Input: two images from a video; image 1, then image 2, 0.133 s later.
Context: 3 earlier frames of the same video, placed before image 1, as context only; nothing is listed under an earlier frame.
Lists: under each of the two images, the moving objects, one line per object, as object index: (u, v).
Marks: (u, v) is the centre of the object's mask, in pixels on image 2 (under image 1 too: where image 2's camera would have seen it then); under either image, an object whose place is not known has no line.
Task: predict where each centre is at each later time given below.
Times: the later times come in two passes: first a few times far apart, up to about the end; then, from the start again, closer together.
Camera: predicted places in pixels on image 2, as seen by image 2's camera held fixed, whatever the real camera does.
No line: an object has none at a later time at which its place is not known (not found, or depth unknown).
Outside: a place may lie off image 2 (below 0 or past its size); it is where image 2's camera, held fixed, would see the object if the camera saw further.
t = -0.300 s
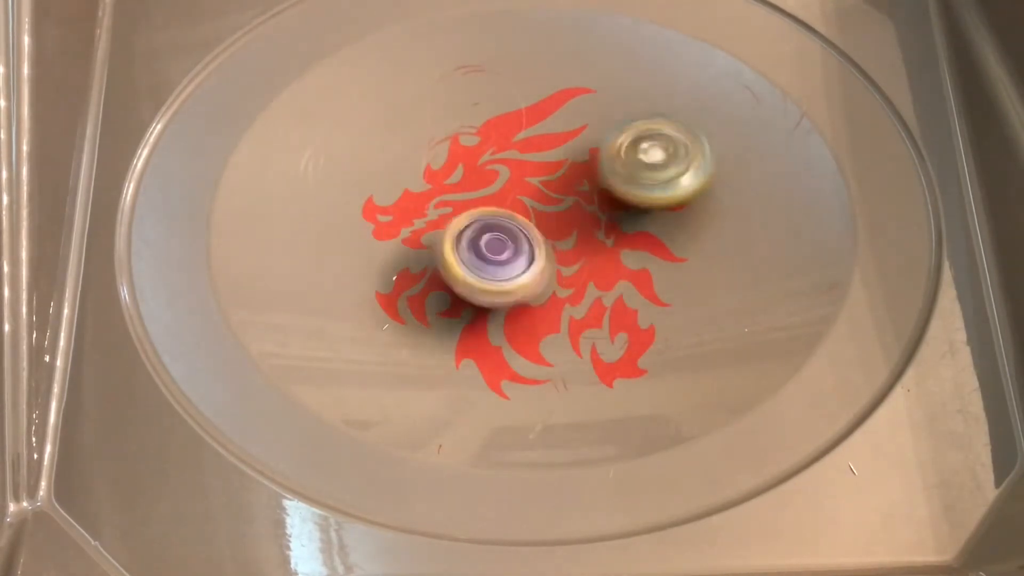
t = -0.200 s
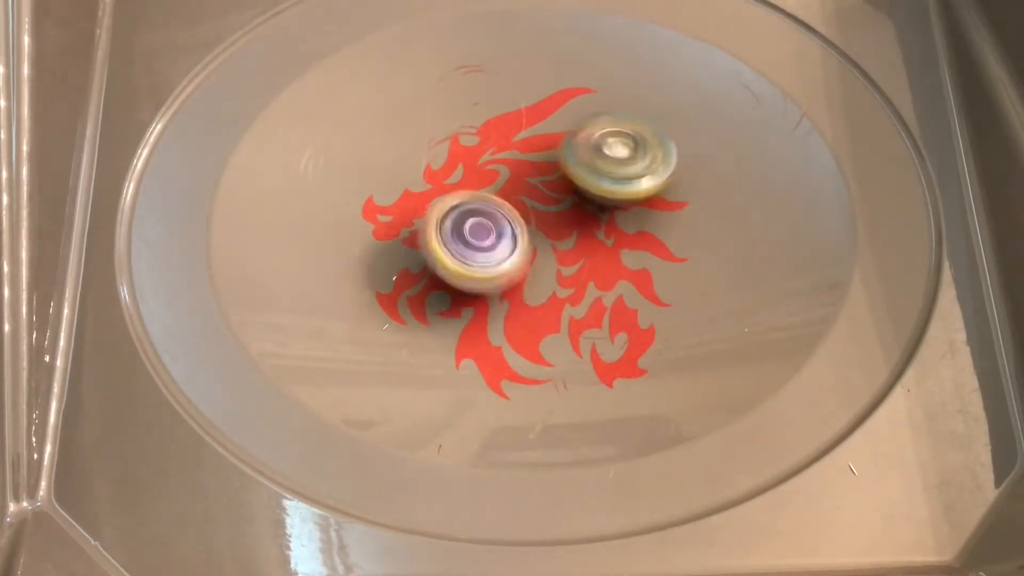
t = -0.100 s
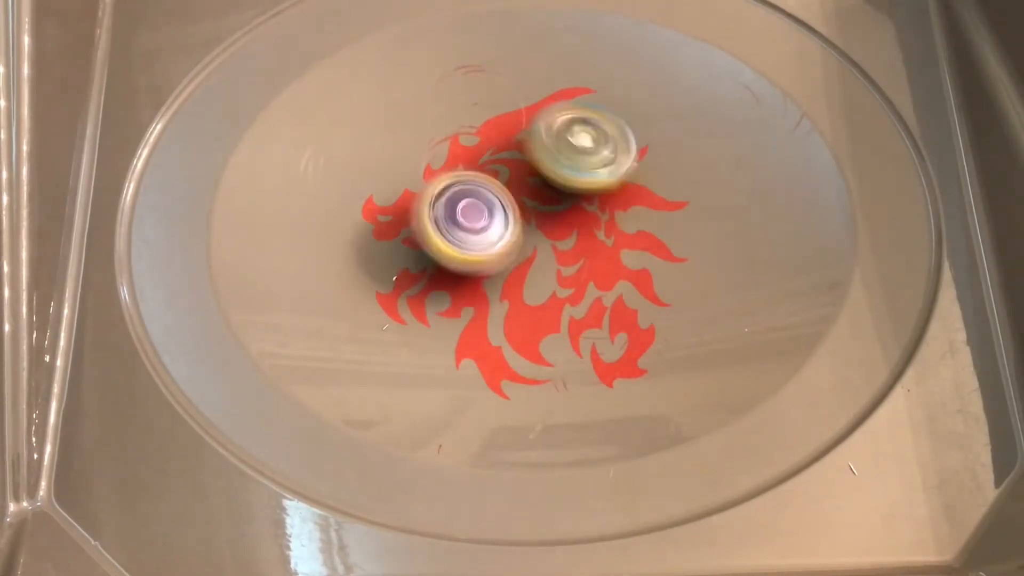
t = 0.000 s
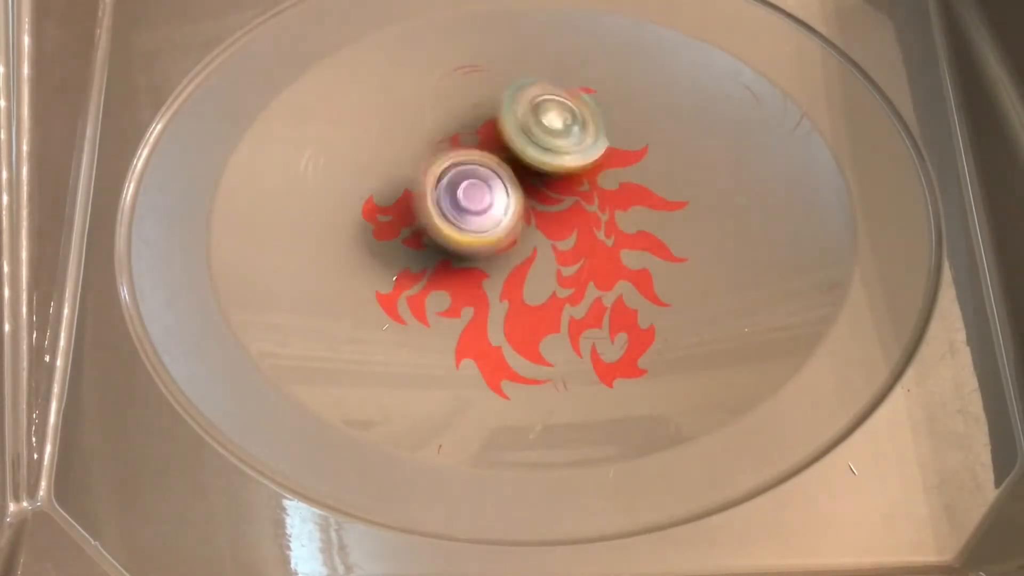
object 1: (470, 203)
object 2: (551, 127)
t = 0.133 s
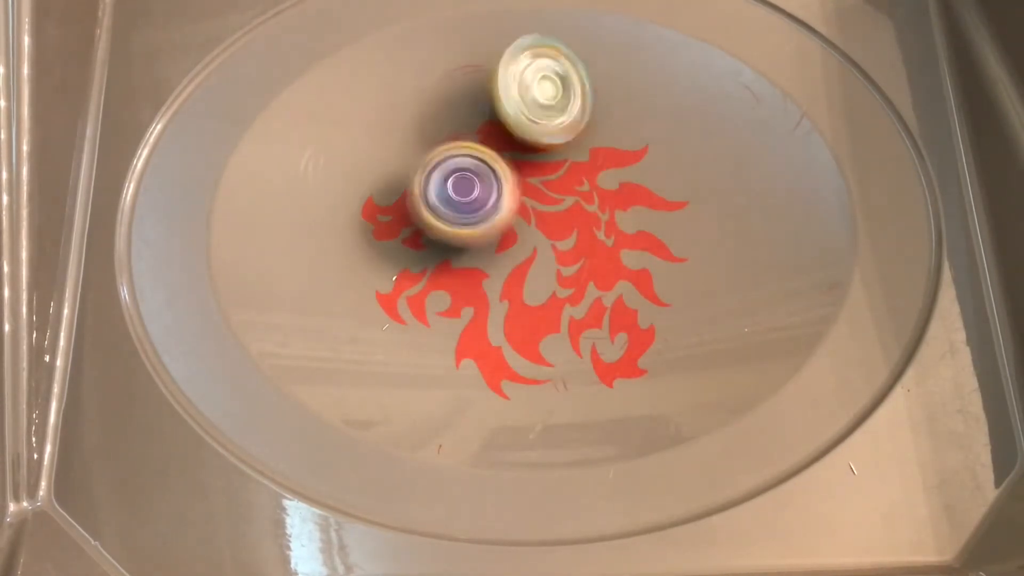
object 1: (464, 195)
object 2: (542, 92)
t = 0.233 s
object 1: (467, 194)
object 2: (537, 83)
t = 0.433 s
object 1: (479, 200)
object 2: (533, 104)
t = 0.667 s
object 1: (444, 232)
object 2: (551, 168)
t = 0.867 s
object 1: (369, 261)
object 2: (525, 212)
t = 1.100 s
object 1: (370, 247)
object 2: (477, 182)
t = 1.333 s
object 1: (420, 254)
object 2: (528, 135)
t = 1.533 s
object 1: (470, 285)
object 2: (588, 170)
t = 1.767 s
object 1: (500, 331)
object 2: (587, 254)
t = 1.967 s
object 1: (482, 350)
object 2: (570, 251)
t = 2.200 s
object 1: (477, 285)
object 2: (599, 232)
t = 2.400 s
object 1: (461, 227)
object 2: (728, 174)
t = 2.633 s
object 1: (531, 210)
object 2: (713, 177)
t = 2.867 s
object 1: (575, 261)
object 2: (673, 244)
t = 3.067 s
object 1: (549, 295)
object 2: (673, 250)
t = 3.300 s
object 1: (510, 274)
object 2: (662, 234)
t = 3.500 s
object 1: (523, 233)
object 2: (664, 212)
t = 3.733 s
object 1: (580, 233)
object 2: (665, 220)
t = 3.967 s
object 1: (556, 241)
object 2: (660, 238)
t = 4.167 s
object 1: (532, 214)
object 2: (657, 234)
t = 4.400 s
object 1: (561, 192)
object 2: (656, 232)
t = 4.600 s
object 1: (571, 206)
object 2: (660, 237)
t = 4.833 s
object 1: (546, 206)
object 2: (657, 235)
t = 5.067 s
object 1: (552, 188)
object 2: (657, 234)
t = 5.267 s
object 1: (555, 198)
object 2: (656, 234)
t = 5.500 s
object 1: (539, 197)
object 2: (656, 233)
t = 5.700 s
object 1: (545, 187)
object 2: (656, 233)
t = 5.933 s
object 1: (543, 198)
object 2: (656, 233)
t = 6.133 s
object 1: (532, 191)
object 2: (656, 233)
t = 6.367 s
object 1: (531, 196)
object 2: (656, 233)
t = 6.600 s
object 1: (517, 194)
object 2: (656, 233)
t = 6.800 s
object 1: (508, 175)
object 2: (656, 233)
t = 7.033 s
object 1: (488, 152)
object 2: (656, 233)
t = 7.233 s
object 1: (500, 160)
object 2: (656, 233)
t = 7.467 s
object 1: (502, 197)
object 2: (656, 233)
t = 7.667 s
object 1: (474, 208)
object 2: (656, 233)
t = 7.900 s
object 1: (497, 202)
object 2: (656, 233)
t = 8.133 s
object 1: (502, 197)
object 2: (656, 233)
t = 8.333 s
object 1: (492, 204)
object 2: (656, 233)
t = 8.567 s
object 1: (484, 207)
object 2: (656, 233)
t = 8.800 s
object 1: (497, 203)
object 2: (656, 233)
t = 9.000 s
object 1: (486, 207)
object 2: (656, 233)
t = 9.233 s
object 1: (490, 205)
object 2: (656, 233)
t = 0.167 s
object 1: (465, 194)
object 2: (540, 89)
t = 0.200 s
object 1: (466, 194)
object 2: (538, 84)
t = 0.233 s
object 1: (467, 194)
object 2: (537, 83)
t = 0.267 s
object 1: (469, 194)
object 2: (536, 83)
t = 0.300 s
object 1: (472, 195)
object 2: (534, 85)
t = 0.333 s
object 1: (473, 195)
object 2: (531, 87)
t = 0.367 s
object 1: (475, 197)
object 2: (528, 90)
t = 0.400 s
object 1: (477, 198)
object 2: (530, 94)
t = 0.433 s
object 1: (479, 200)
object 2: (533, 104)
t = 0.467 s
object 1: (481, 203)
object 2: (535, 113)
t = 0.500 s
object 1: (477, 210)
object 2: (540, 121)
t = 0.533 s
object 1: (474, 216)
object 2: (544, 130)
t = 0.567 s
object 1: (472, 219)
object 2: (544, 141)
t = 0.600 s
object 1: (469, 223)
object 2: (542, 149)
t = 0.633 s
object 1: (461, 227)
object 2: (543, 158)
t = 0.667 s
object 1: (444, 232)
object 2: (551, 168)
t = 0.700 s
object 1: (424, 240)
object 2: (556, 178)
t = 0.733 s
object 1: (408, 249)
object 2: (556, 189)
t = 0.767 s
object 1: (394, 255)
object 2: (551, 197)
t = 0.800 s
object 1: (384, 259)
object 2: (544, 203)
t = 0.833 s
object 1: (375, 261)
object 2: (535, 210)
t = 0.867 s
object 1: (369, 261)
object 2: (525, 212)
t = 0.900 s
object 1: (366, 260)
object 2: (516, 212)
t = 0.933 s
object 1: (362, 260)
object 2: (508, 210)
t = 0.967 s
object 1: (360, 257)
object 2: (500, 207)
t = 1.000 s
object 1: (360, 255)
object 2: (491, 203)
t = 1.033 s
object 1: (362, 251)
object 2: (484, 197)
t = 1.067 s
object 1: (365, 249)
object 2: (479, 189)
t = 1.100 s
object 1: (370, 247)
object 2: (477, 182)
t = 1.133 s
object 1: (379, 246)
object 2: (477, 176)
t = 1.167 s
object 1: (386, 244)
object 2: (477, 170)
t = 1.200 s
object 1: (390, 244)
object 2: (487, 162)
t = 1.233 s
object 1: (394, 243)
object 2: (497, 148)
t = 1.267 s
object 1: (403, 245)
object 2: (507, 142)
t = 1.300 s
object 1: (411, 249)
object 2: (518, 140)
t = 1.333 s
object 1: (420, 254)
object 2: (528, 135)
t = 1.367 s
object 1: (429, 257)
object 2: (537, 136)
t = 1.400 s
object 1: (439, 262)
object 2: (546, 140)
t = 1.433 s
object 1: (447, 267)
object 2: (556, 145)
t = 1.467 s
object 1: (455, 272)
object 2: (564, 150)
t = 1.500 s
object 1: (463, 279)
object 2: (576, 157)
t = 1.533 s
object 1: (470, 285)
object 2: (588, 170)
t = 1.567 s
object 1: (476, 292)
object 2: (595, 182)
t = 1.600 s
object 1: (481, 298)
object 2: (601, 193)
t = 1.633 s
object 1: (485, 306)
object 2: (601, 206)
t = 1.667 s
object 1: (488, 313)
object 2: (600, 220)
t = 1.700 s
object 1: (492, 320)
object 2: (598, 232)
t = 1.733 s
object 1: (497, 324)
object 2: (592, 245)
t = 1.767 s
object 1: (500, 331)
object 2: (587, 254)
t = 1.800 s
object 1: (489, 340)
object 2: (589, 254)
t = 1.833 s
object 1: (482, 347)
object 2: (588, 257)
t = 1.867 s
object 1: (480, 349)
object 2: (584, 259)
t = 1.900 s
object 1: (480, 350)
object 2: (577, 258)
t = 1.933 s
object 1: (481, 350)
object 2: (572, 256)
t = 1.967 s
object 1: (482, 350)
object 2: (570, 251)
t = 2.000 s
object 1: (482, 347)
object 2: (569, 249)
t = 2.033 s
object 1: (482, 341)
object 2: (569, 246)
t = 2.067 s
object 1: (482, 332)
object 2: (568, 245)
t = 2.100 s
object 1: (486, 322)
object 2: (568, 241)
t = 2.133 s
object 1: (488, 309)
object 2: (569, 236)
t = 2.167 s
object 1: (489, 296)
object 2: (578, 235)
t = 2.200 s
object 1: (477, 285)
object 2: (599, 232)
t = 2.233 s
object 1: (459, 273)
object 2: (627, 217)
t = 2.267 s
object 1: (447, 262)
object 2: (656, 210)
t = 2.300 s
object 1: (445, 250)
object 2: (679, 198)
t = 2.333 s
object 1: (448, 243)
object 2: (700, 188)
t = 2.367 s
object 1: (454, 235)
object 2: (718, 181)
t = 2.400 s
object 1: (461, 227)
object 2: (728, 174)
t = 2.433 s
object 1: (470, 219)
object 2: (736, 172)
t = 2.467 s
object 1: (478, 214)
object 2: (739, 171)
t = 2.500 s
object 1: (488, 208)
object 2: (734, 170)
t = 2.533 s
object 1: (499, 207)
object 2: (731, 168)
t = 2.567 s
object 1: (510, 207)
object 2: (725, 166)
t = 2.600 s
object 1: (521, 207)
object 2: (720, 169)
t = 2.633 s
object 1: (531, 210)
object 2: (713, 177)
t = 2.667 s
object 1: (541, 213)
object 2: (707, 186)
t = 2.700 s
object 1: (550, 219)
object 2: (696, 196)
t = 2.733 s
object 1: (558, 226)
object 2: (686, 208)
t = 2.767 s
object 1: (566, 234)
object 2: (676, 220)
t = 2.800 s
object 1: (569, 243)
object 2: (673, 230)
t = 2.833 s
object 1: (572, 252)
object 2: (673, 240)
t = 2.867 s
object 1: (575, 261)
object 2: (673, 244)
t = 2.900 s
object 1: (574, 268)
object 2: (675, 247)
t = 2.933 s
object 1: (571, 276)
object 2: (676, 250)
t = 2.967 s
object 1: (567, 284)
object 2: (676, 253)
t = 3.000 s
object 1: (562, 288)
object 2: (676, 253)
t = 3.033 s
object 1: (558, 293)
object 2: (675, 252)
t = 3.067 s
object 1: (549, 295)
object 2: (673, 250)
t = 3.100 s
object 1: (542, 296)
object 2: (673, 248)
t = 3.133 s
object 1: (536, 297)
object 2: (672, 247)
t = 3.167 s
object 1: (527, 295)
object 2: (672, 246)
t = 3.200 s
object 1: (523, 291)
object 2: (671, 245)
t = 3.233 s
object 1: (519, 288)
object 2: (669, 243)
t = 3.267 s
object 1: (512, 282)
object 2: (667, 240)
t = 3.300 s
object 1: (510, 274)
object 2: (662, 234)
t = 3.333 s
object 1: (510, 268)
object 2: (659, 228)
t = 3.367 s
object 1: (508, 260)
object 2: (658, 224)
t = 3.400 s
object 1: (511, 253)
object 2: (660, 221)
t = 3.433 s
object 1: (514, 249)
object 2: (661, 218)
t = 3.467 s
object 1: (519, 239)
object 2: (662, 216)
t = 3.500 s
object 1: (523, 233)
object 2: (664, 212)
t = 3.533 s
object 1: (532, 230)
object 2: (664, 212)
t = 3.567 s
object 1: (541, 225)
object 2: (663, 213)
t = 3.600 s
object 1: (549, 224)
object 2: (661, 216)
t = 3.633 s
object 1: (557, 224)
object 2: (661, 218)
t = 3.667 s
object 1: (566, 226)
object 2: (662, 219)
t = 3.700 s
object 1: (575, 229)
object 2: (663, 219)
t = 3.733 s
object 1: (580, 233)
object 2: (665, 220)
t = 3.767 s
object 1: (581, 236)
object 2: (666, 221)
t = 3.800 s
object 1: (578, 236)
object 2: (667, 224)
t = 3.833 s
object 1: (576, 237)
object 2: (664, 228)
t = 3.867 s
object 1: (576, 238)
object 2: (662, 231)
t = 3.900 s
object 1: (570, 241)
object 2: (662, 234)
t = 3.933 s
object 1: (562, 242)
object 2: (661, 237)
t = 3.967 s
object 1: (556, 241)
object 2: (660, 238)
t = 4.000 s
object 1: (550, 239)
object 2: (658, 236)
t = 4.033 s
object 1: (545, 237)
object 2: (657, 234)
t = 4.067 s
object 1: (539, 232)
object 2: (656, 232)
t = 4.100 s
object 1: (535, 226)
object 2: (656, 231)
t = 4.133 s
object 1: (534, 220)
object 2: (657, 232)
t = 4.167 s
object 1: (532, 214)
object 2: (657, 234)
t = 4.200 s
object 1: (532, 207)
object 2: (657, 236)
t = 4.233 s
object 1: (535, 201)
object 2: (658, 237)
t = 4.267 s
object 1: (538, 198)
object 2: (658, 238)
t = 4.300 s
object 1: (542, 194)
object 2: (658, 237)
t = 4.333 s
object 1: (548, 191)
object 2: (657, 236)
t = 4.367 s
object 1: (555, 191)
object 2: (657, 234)
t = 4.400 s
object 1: (561, 192)
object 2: (656, 232)
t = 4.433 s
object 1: (565, 192)
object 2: (657, 232)
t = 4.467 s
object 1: (571, 194)
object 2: (658, 234)
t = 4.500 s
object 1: (574, 198)
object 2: (659, 236)
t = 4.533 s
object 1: (573, 201)
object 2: (660, 237)
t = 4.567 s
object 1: (571, 204)
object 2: (660, 238)
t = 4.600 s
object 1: (571, 206)
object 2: (660, 237)
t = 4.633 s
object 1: (569, 209)
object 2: (660, 236)
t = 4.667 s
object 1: (567, 212)
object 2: (659, 234)
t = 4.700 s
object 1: (562, 213)
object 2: (658, 232)
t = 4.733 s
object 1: (557, 214)
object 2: (657, 231)
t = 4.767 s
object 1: (551, 211)
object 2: (656, 233)
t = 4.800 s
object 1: (549, 209)
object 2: (657, 234)
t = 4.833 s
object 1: (546, 206)
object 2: (657, 235)
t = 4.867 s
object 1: (544, 204)
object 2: (657, 235)
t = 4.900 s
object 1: (543, 200)
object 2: (657, 235)
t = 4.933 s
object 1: (542, 197)
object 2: (657, 234)
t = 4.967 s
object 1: (544, 194)
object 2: (656, 233)
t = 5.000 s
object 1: (545, 191)
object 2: (656, 232)
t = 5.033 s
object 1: (549, 188)
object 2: (656, 233)
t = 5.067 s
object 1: (552, 188)
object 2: (657, 234)
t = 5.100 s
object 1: (555, 189)
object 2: (656, 234)
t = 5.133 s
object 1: (557, 193)
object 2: (656, 234)
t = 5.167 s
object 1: (558, 195)
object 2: (656, 233)
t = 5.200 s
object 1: (557, 196)
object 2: (656, 232)
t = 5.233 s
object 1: (557, 198)
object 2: (656, 233)
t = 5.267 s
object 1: (555, 198)
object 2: (656, 234)
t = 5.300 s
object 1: (555, 199)
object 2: (656, 234)
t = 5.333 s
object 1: (551, 201)
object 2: (656, 233)
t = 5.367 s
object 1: (550, 203)
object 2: (656, 232)
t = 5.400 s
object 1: (545, 202)
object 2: (656, 233)
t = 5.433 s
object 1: (542, 201)
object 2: (656, 234)
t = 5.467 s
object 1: (539, 198)
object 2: (656, 234)
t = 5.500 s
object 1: (539, 197)
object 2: (656, 233)
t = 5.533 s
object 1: (537, 193)
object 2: (656, 233)
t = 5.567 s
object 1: (537, 190)
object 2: (656, 233)
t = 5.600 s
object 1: (538, 188)
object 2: (656, 233)
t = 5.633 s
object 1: (541, 187)
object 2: (656, 233)
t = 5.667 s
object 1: (543, 188)
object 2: (656, 233)
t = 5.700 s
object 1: (545, 187)
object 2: (656, 233)
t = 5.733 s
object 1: (546, 187)
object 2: (656, 233)
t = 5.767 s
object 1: (548, 190)
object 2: (656, 233)
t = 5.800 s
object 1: (548, 191)
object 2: (656, 233)
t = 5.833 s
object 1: (548, 193)
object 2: (656, 233)
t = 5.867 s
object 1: (546, 195)
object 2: (656, 233)
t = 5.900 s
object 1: (547, 197)
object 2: (656, 233)
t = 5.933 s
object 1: (543, 198)
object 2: (656, 233)
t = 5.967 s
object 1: (541, 199)
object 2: (656, 233)
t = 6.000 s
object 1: (537, 198)
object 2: (656, 233)
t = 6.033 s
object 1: (535, 195)
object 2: (656, 233)
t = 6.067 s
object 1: (532, 195)
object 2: (656, 233)
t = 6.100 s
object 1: (532, 192)
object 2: (656, 233)
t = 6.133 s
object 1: (532, 191)
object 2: (656, 233)
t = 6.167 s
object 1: (533, 190)
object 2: (656, 233)
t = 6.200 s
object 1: (535, 189)
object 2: (656, 233)
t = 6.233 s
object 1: (536, 190)
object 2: (656, 233)
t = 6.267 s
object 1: (537, 190)
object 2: (656, 233)
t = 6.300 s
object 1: (537, 192)
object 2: (656, 233)
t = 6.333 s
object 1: (535, 194)
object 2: (656, 233)
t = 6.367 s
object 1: (531, 196)
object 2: (656, 233)
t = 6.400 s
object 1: (528, 194)
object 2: (656, 233)
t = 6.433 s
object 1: (525, 195)
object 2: (656, 233)
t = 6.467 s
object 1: (526, 194)
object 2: (656, 233)
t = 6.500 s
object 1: (523, 194)
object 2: (656, 233)
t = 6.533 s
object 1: (521, 194)
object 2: (656, 233)
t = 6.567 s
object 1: (519, 193)
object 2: (656, 233)
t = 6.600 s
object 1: (517, 194)
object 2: (656, 233)
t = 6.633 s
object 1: (515, 191)
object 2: (656, 233)
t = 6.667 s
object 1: (515, 189)
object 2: (656, 233)
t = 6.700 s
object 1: (512, 186)
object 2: (656, 233)
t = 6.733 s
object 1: (512, 183)
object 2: (656, 233)
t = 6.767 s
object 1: (510, 178)
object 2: (656, 233)
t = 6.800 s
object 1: (508, 175)
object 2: (656, 233)
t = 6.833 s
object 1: (507, 171)
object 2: (656, 233)
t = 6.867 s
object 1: (503, 166)
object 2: (656, 233)
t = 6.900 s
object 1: (500, 161)
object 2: (656, 233)
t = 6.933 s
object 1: (496, 157)
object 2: (656, 233)
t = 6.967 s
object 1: (493, 154)
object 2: (656, 233)
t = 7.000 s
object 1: (490, 153)
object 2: (656, 233)
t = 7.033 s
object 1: (488, 152)
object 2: (656, 233)
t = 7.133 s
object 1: (490, 153)
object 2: (656, 233)
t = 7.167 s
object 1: (492, 154)
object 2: (656, 233)
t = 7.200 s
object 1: (496, 156)
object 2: (656, 233)
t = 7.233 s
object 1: (500, 160)
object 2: (656, 233)
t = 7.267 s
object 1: (503, 164)
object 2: (656, 233)
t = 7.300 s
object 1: (506, 171)
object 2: (656, 233)
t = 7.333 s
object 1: (508, 177)
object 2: (656, 233)
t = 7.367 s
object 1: (509, 182)
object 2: (656, 233)
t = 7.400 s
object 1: (508, 188)
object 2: (656, 233)
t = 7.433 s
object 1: (506, 192)
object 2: (656, 233)
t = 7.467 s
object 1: (502, 197)
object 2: (656, 233)
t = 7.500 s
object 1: (497, 201)
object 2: (656, 233)
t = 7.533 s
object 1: (492, 204)
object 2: (656, 233)
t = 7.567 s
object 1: (486, 206)
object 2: (656, 233)
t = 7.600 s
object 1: (481, 208)
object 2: (656, 233)
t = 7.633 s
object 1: (476, 209)
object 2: (656, 233)
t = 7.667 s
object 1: (474, 208)
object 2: (656, 233)
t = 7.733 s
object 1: (476, 208)
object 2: (656, 233)
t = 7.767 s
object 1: (480, 208)
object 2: (656, 233)
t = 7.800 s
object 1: (483, 207)
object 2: (656, 233)
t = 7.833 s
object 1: (488, 206)
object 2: (656, 233)
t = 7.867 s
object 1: (492, 204)
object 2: (656, 233)
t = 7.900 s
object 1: (497, 202)
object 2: (656, 233)
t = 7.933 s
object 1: (499, 200)
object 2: (656, 233)
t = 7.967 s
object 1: (501, 199)
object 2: (656, 233)
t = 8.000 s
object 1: (502, 198)
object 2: (656, 233)
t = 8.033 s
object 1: (502, 198)
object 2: (656, 233)
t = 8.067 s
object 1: (502, 197)
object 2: (656, 233)
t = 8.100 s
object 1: (502, 197)
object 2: (656, 233)
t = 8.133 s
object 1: (502, 197)
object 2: (656, 233)
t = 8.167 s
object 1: (502, 198)
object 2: (656, 233)
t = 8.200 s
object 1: (501, 198)
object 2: (656, 233)
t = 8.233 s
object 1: (500, 199)
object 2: (656, 233)
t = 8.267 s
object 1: (498, 201)
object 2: (656, 233)
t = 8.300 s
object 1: (495, 203)
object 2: (656, 233)
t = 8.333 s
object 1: (492, 204)
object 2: (656, 233)
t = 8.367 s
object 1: (489, 206)
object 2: (656, 233)
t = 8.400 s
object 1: (486, 207)
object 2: (656, 233)
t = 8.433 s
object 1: (483, 207)
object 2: (656, 233)
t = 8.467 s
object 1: (482, 207)
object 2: (656, 233)
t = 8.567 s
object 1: (484, 207)
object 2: (656, 233)
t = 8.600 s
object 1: (486, 206)
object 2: (656, 233)
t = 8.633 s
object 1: (489, 206)
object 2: (656, 233)
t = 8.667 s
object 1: (492, 204)
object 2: (656, 233)
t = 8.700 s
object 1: (495, 203)
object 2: (656, 233)
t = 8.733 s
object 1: (497, 202)
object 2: (656, 233)
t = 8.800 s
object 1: (497, 203)
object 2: (656, 233)
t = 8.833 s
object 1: (495, 204)
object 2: (656, 233)
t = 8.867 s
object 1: (493, 204)
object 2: (656, 233)
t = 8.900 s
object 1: (491, 205)
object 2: (656, 233)
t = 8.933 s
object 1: (489, 206)
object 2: (656, 233)
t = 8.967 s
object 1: (487, 206)
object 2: (656, 233)
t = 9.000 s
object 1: (486, 207)
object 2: (656, 233)
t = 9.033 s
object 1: (485, 207)
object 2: (656, 233)
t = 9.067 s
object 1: (485, 207)
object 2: (656, 233)
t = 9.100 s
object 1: (485, 207)
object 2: (656, 233)
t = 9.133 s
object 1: (486, 207)
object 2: (656, 233)
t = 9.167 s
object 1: (487, 206)
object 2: (656, 233)
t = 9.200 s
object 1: (488, 206)
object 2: (656, 233)
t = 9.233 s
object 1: (490, 205)
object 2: (656, 233)
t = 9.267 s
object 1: (492, 205)
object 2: (656, 233)
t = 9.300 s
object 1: (494, 204)
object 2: (656, 233)
